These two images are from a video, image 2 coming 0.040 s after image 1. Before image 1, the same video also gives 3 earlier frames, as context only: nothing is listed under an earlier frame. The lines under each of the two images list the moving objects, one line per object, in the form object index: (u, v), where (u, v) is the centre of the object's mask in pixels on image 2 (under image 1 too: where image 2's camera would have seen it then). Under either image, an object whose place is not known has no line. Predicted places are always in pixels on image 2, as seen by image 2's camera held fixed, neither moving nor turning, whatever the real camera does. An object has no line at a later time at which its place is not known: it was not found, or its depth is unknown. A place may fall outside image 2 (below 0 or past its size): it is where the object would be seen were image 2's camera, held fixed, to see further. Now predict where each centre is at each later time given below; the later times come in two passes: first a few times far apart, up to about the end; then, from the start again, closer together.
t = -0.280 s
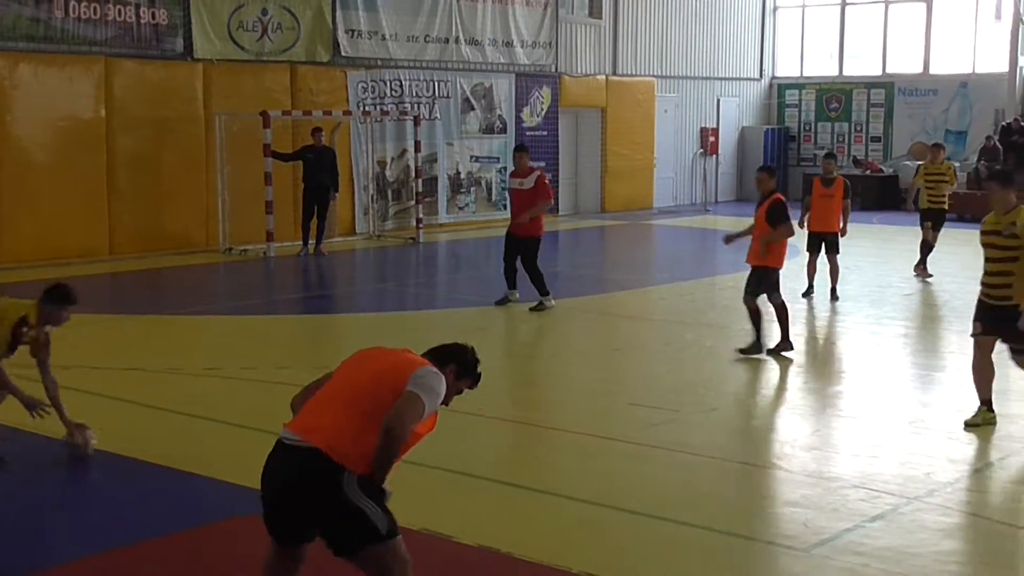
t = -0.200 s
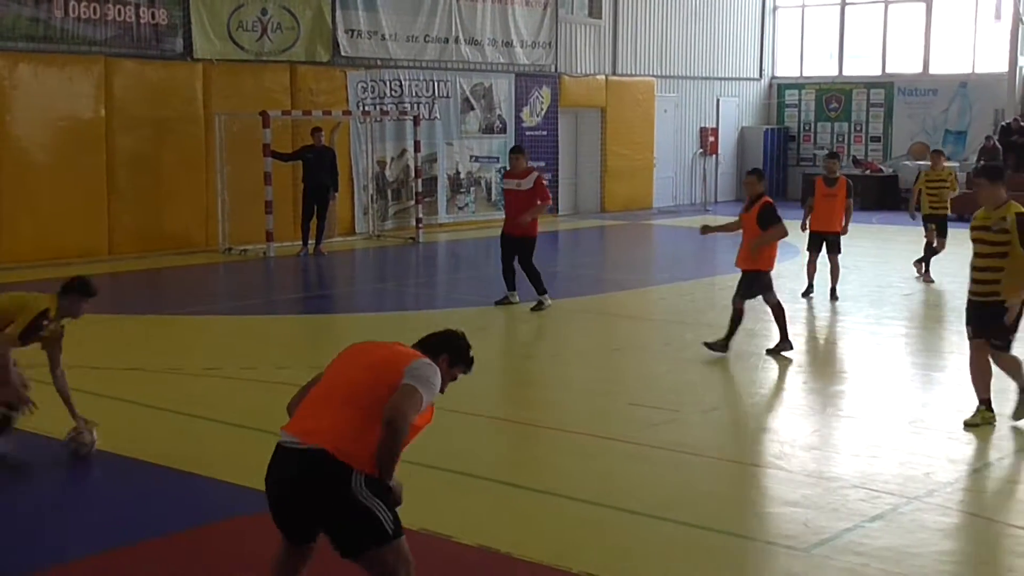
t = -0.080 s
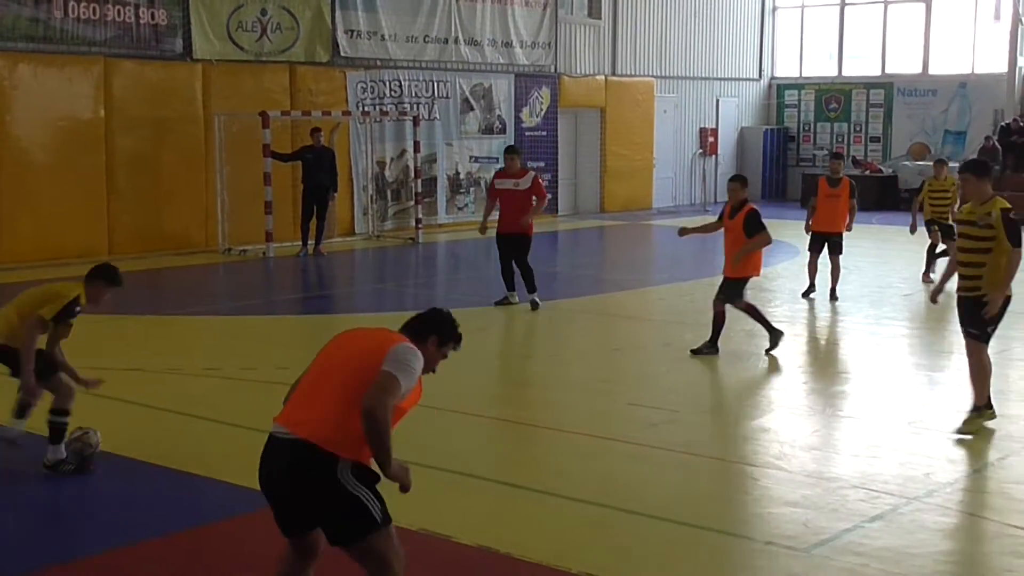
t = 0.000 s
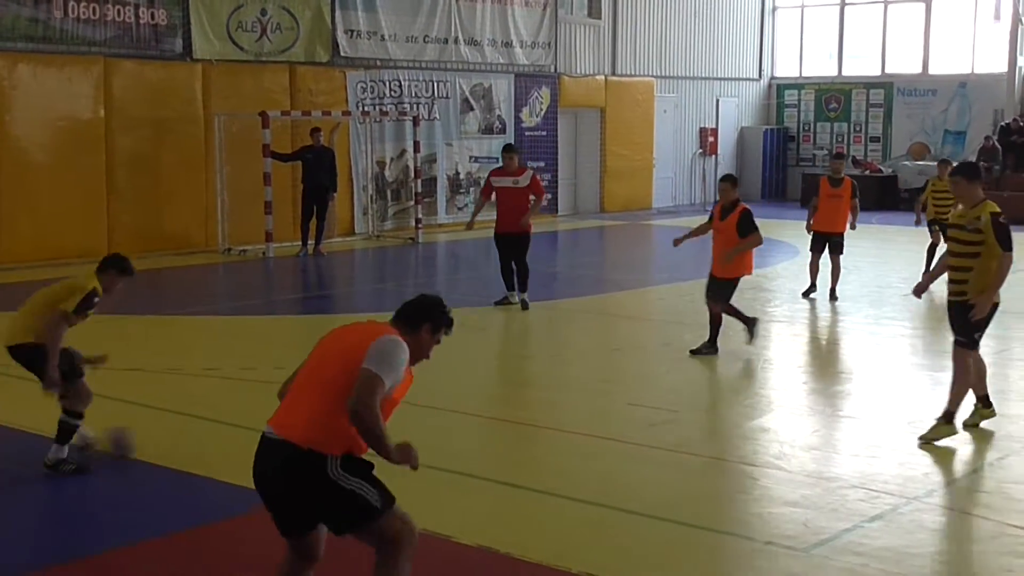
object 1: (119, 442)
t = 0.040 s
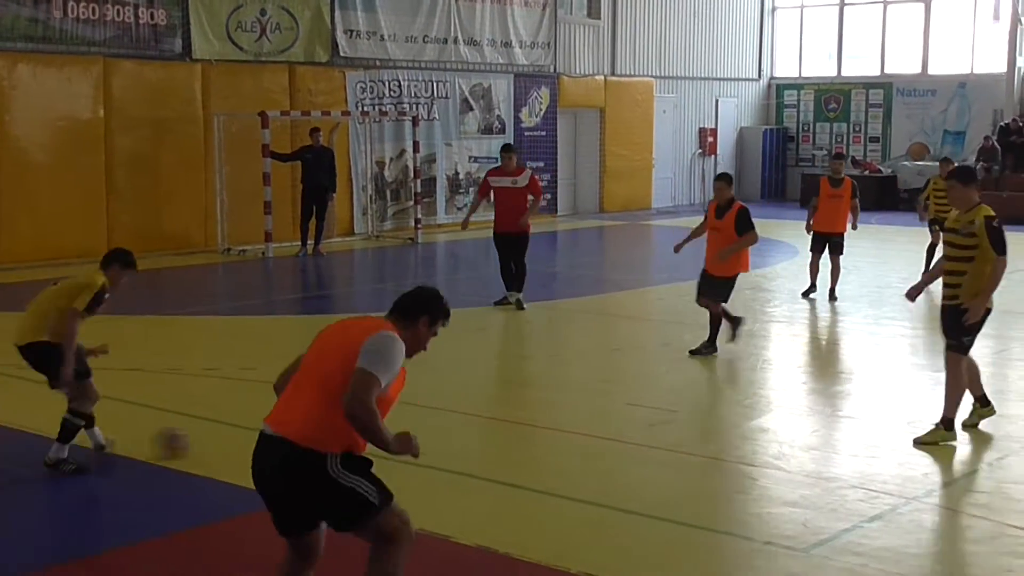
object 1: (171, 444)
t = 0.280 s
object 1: (452, 439)
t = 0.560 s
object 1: (703, 435)
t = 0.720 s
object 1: (825, 432)
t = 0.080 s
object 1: (223, 444)
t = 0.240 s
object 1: (412, 439)
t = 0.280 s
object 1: (452, 439)
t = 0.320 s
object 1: (491, 438)
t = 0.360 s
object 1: (531, 439)
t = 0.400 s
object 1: (567, 438)
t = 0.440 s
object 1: (603, 436)
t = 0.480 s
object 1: (639, 436)
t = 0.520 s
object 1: (671, 437)
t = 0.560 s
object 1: (703, 435)
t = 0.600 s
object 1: (735, 434)
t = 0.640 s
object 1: (766, 434)
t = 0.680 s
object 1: (795, 432)
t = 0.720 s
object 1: (825, 432)
